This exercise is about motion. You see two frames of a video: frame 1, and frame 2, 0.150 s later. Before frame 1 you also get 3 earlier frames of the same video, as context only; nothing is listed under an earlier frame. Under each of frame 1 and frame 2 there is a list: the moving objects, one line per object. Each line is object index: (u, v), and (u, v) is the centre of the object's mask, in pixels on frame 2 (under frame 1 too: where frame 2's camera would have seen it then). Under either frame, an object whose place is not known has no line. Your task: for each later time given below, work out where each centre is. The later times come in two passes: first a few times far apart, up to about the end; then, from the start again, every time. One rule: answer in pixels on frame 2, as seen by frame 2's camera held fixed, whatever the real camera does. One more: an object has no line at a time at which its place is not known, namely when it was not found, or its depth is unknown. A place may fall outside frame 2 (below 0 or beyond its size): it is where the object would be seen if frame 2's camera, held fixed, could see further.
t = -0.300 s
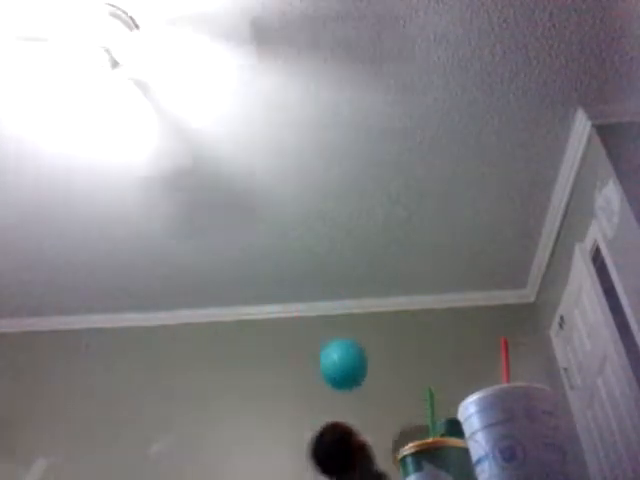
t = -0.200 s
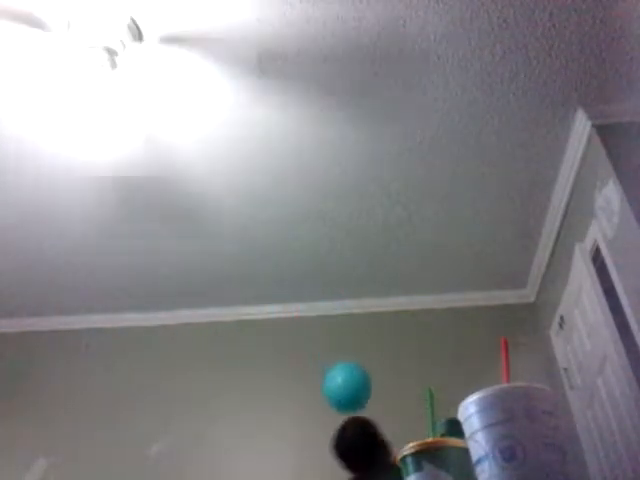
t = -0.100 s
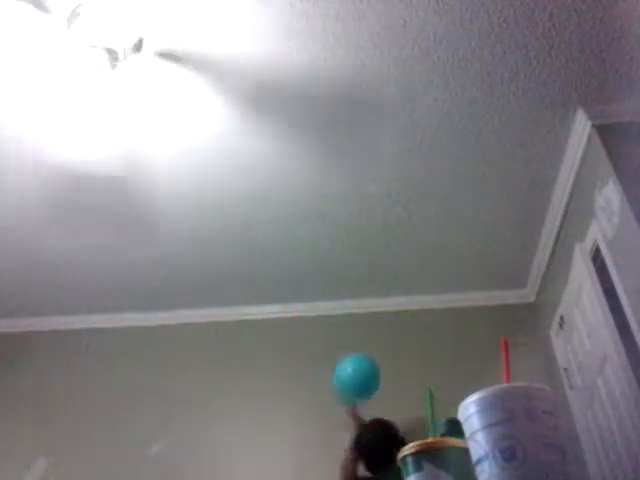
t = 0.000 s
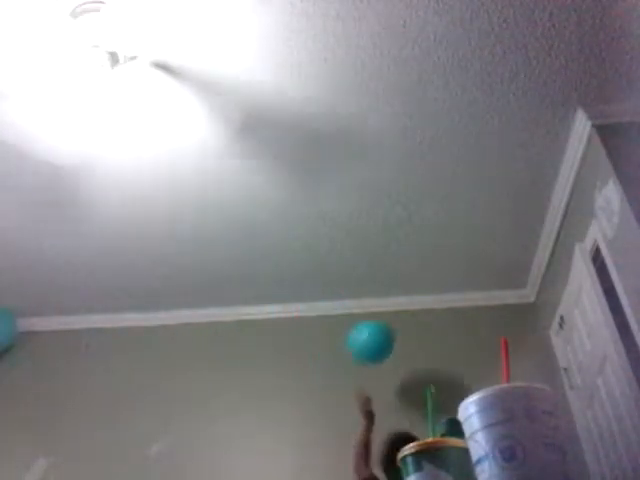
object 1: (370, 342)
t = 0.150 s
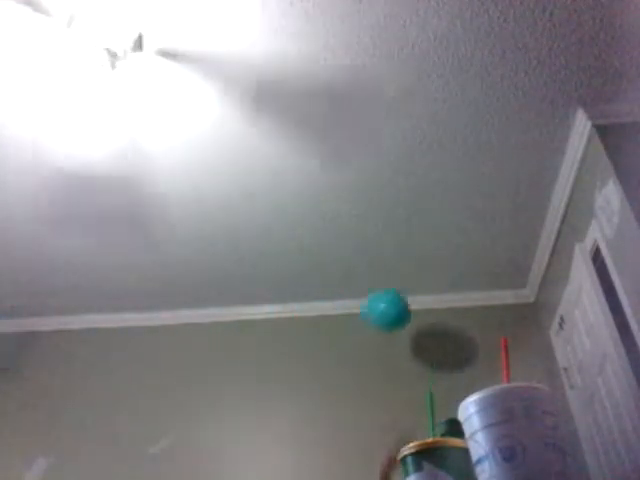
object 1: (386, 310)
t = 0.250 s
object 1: (397, 299)
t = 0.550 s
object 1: (416, 296)
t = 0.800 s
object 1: (424, 327)
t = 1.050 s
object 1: (439, 380)
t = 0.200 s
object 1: (391, 305)
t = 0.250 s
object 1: (397, 299)
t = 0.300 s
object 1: (401, 295)
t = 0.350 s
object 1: (405, 293)
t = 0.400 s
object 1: (408, 293)
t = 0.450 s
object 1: (410, 292)
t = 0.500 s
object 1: (413, 293)
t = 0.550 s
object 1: (416, 296)
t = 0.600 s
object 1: (417, 300)
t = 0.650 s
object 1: (419, 303)
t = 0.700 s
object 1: (420, 310)
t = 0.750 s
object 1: (422, 318)
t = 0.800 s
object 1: (424, 327)
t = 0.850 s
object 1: (426, 335)
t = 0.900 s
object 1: (428, 345)
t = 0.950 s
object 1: (431, 356)
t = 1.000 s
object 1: (436, 368)
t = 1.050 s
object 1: (439, 380)
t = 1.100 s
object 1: (439, 392)
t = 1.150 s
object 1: (440, 401)
